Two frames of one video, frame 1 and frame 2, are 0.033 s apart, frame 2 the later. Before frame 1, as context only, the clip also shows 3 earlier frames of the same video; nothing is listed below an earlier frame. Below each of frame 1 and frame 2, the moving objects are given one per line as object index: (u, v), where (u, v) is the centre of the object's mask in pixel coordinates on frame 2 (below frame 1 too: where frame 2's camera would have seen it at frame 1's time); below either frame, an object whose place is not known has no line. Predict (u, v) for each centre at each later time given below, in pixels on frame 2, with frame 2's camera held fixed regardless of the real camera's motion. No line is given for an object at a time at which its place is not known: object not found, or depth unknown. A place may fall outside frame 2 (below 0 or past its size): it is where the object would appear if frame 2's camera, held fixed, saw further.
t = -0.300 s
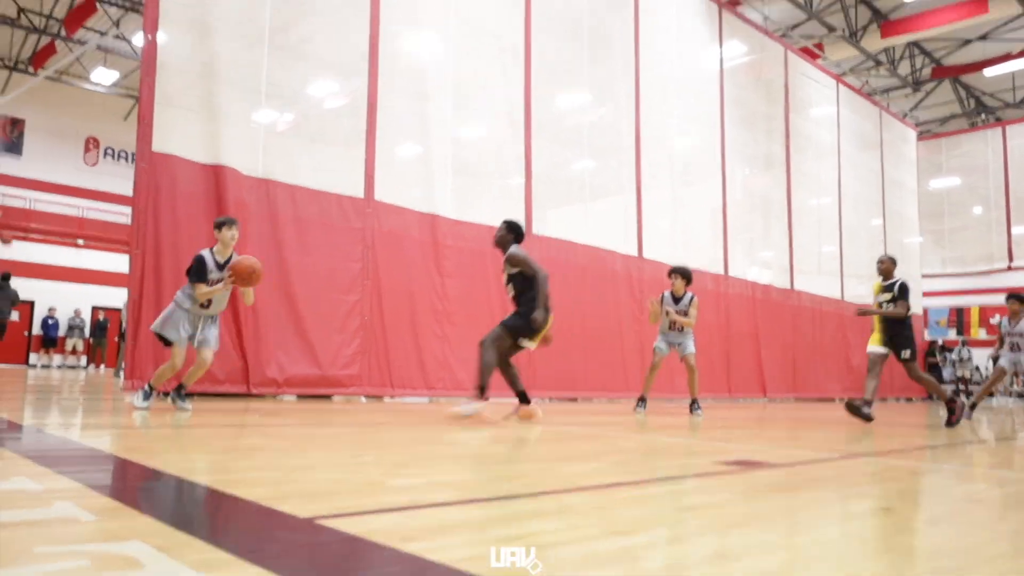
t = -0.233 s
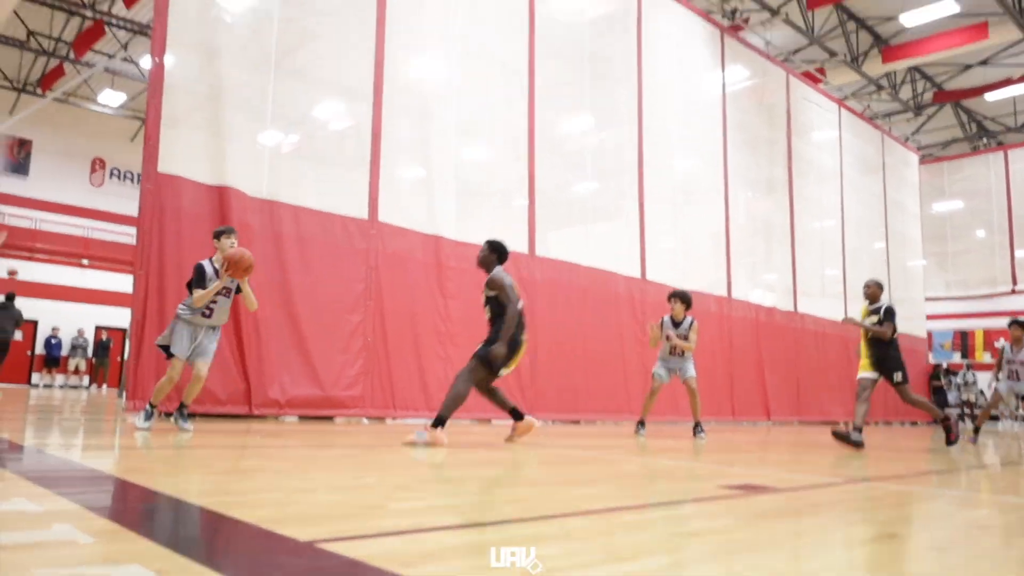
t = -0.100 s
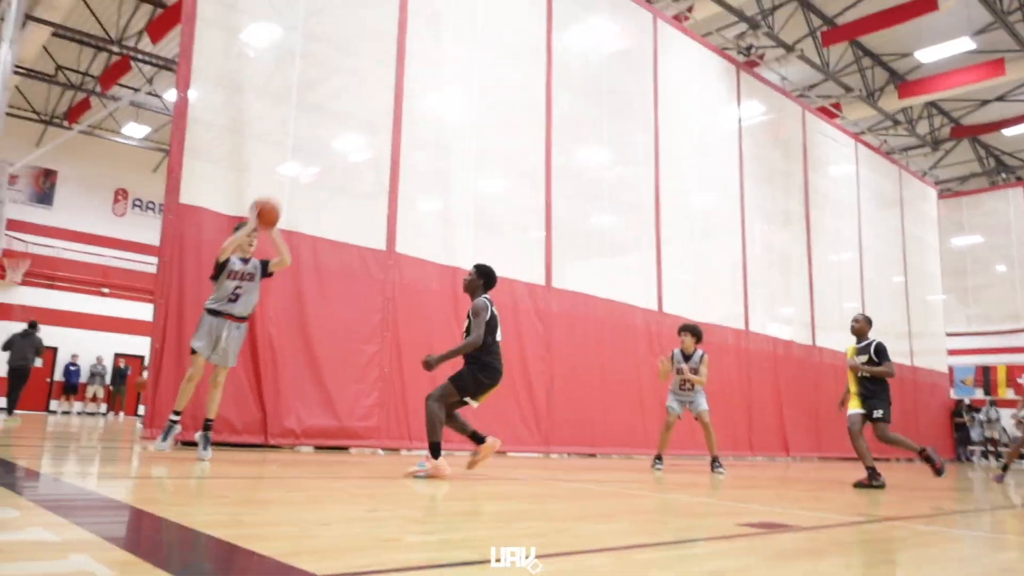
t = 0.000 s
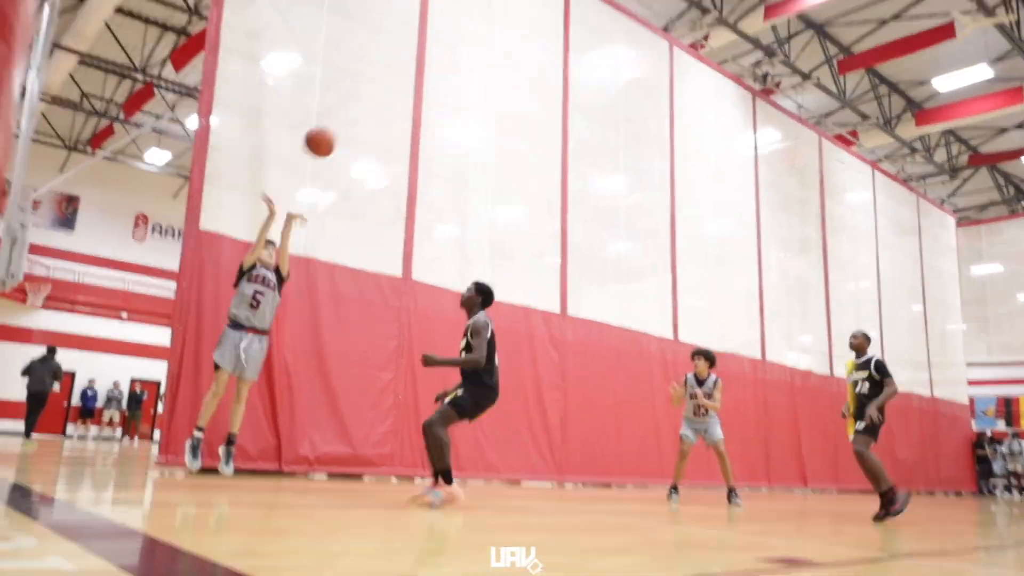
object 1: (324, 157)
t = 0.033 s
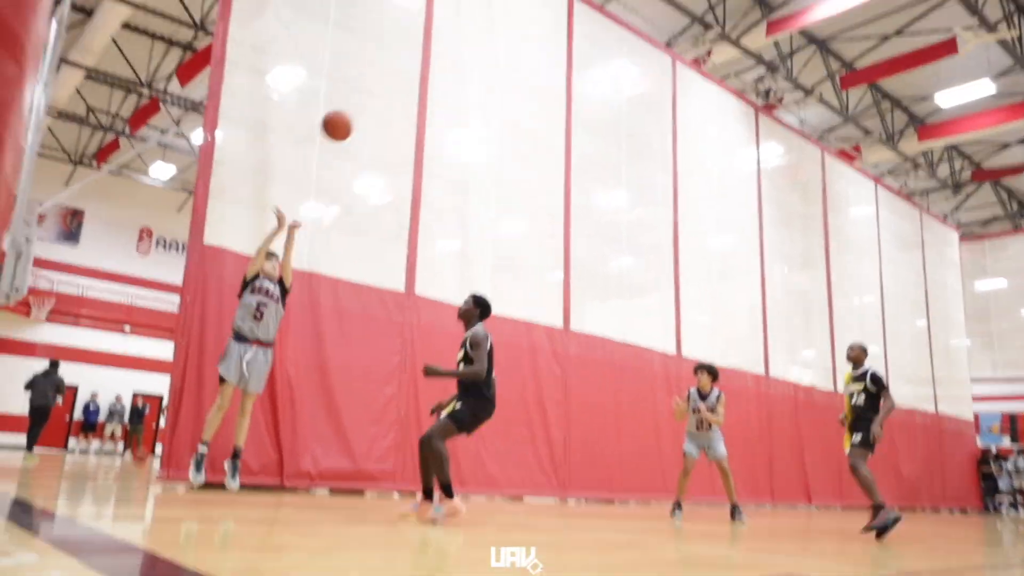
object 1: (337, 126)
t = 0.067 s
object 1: (351, 95)
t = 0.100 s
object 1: (364, 64)
